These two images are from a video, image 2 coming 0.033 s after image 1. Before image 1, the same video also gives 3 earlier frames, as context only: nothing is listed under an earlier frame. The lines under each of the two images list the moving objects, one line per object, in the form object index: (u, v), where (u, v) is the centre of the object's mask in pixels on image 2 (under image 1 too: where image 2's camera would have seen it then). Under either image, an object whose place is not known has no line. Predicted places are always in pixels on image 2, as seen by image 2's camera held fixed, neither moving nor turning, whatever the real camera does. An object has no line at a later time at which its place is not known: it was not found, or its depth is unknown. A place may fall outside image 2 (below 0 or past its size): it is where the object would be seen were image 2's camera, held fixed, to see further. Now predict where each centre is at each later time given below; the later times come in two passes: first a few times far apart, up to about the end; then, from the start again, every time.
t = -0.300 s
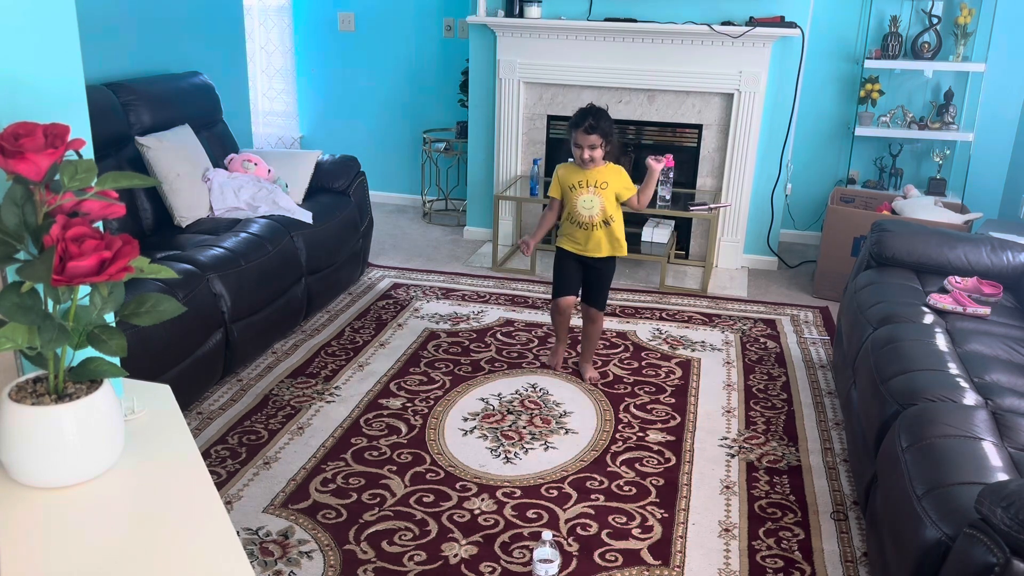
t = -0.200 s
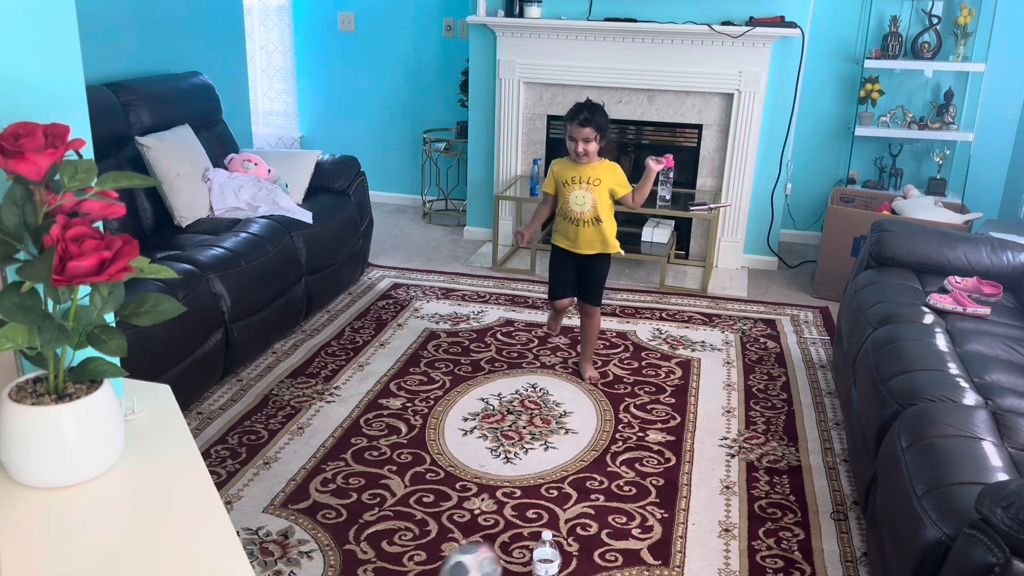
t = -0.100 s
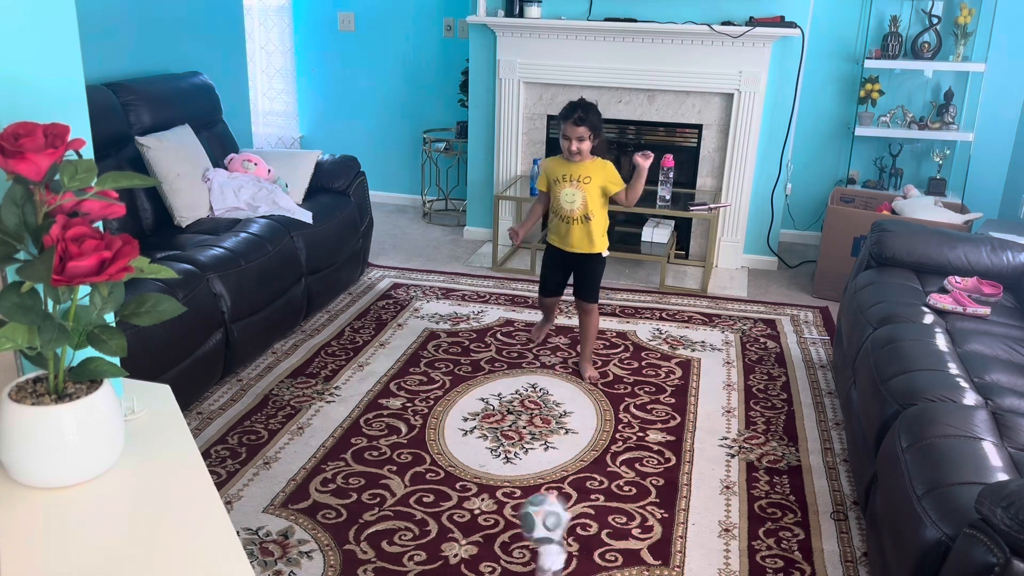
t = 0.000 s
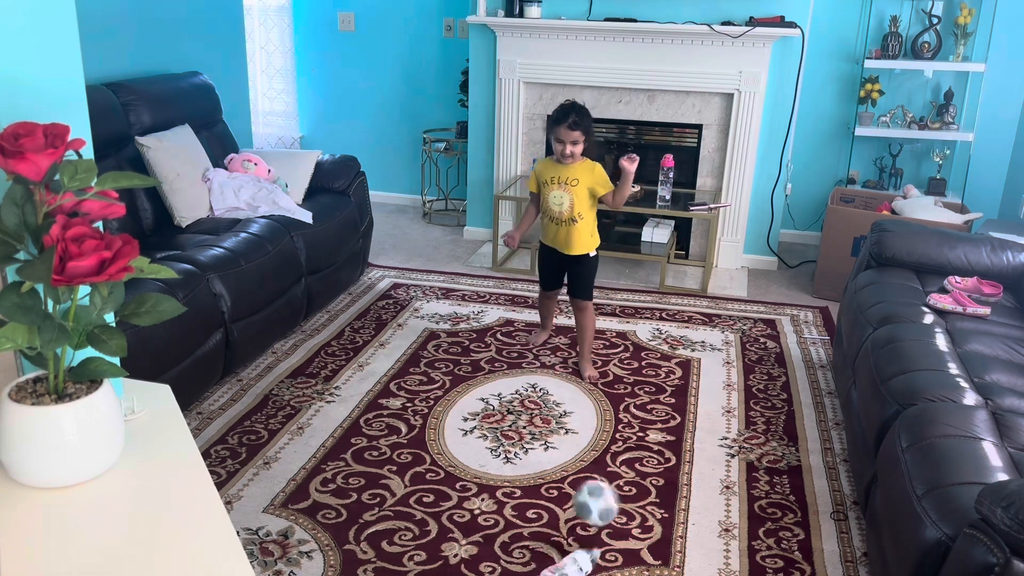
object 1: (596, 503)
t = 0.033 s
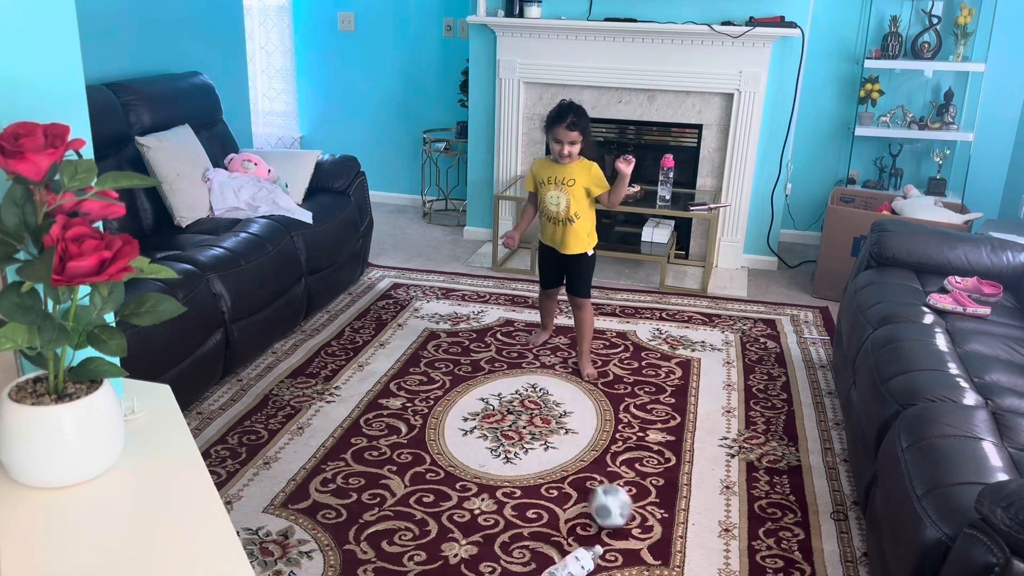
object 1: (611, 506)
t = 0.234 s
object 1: (663, 461)
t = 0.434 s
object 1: (704, 446)
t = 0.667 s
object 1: (746, 421)
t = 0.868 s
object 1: (781, 403)
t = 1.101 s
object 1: (815, 388)
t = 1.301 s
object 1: (809, 378)
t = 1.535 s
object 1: (791, 367)
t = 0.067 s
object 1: (621, 497)
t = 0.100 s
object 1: (630, 481)
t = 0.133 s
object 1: (640, 470)
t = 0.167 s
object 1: (649, 464)
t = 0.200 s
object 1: (656, 462)
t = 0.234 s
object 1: (663, 461)
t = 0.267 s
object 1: (668, 464)
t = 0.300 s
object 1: (676, 462)
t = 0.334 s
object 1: (683, 454)
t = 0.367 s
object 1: (689, 449)
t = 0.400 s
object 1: (696, 447)
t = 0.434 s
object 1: (704, 446)
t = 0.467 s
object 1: (710, 440)
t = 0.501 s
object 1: (716, 437)
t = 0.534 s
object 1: (723, 434)
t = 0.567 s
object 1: (729, 430)
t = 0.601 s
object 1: (735, 428)
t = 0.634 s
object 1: (740, 424)
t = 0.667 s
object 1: (746, 421)
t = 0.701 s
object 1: (751, 418)
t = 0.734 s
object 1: (758, 415)
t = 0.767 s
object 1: (763, 411)
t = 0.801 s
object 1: (770, 408)
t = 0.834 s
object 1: (775, 406)
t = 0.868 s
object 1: (781, 403)
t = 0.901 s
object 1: (786, 402)
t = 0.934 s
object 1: (792, 399)
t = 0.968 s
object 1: (797, 397)
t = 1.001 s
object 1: (801, 395)
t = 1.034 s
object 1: (806, 394)
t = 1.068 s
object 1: (810, 391)
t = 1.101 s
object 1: (815, 388)
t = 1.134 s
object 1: (820, 386)
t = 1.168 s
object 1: (819, 385)
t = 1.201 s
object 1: (816, 382)
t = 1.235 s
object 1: (814, 381)
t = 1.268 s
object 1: (811, 379)
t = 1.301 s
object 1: (809, 378)
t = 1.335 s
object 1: (806, 376)
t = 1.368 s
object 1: (803, 374)
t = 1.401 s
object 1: (801, 373)
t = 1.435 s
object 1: (799, 371)
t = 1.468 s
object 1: (797, 370)
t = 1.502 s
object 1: (794, 368)
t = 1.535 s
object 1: (791, 367)
